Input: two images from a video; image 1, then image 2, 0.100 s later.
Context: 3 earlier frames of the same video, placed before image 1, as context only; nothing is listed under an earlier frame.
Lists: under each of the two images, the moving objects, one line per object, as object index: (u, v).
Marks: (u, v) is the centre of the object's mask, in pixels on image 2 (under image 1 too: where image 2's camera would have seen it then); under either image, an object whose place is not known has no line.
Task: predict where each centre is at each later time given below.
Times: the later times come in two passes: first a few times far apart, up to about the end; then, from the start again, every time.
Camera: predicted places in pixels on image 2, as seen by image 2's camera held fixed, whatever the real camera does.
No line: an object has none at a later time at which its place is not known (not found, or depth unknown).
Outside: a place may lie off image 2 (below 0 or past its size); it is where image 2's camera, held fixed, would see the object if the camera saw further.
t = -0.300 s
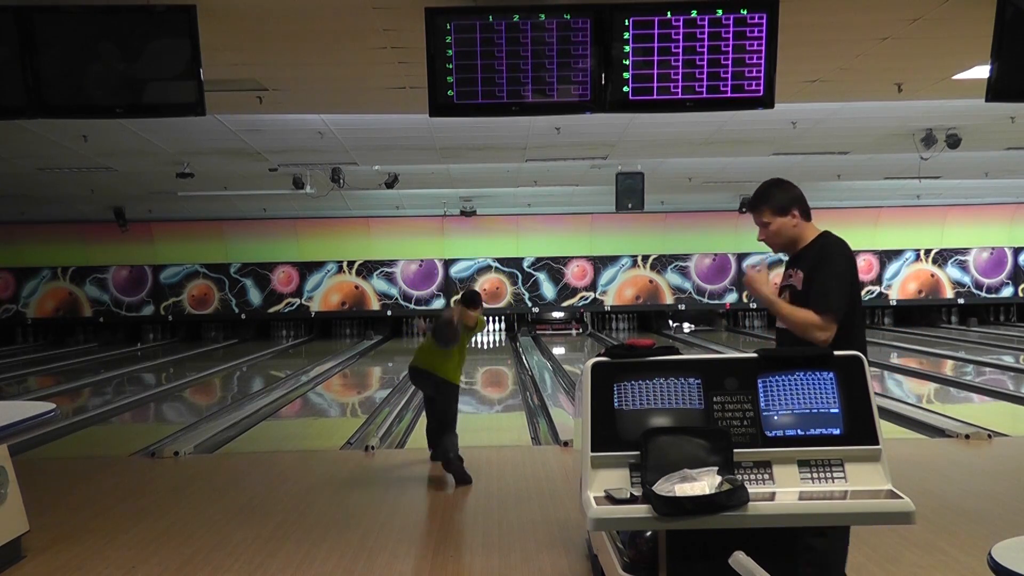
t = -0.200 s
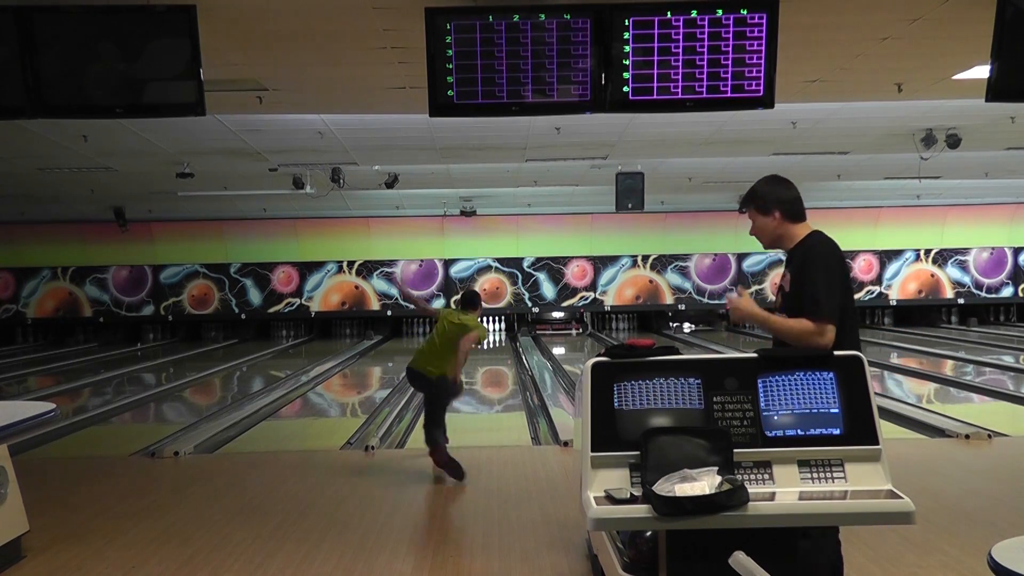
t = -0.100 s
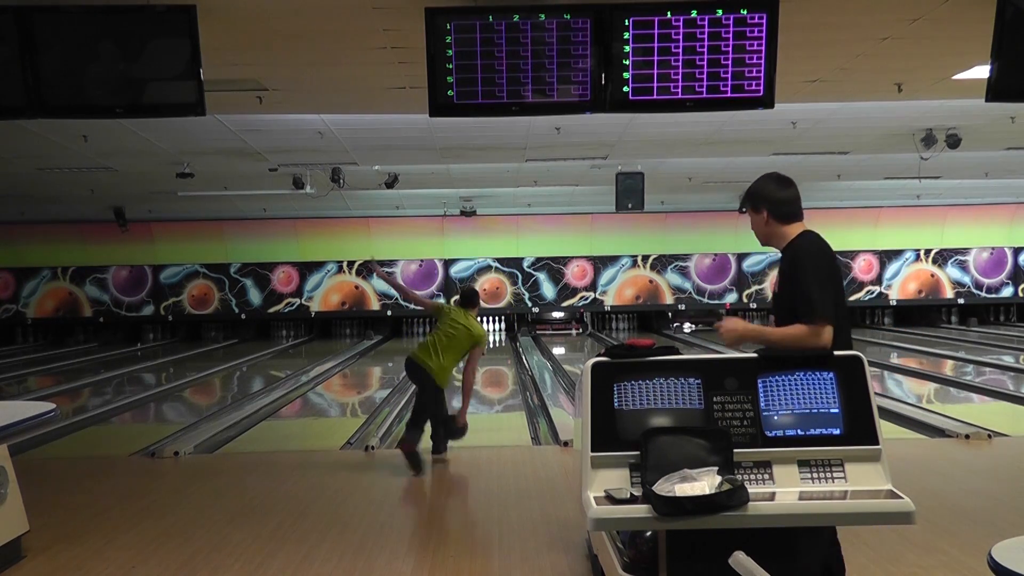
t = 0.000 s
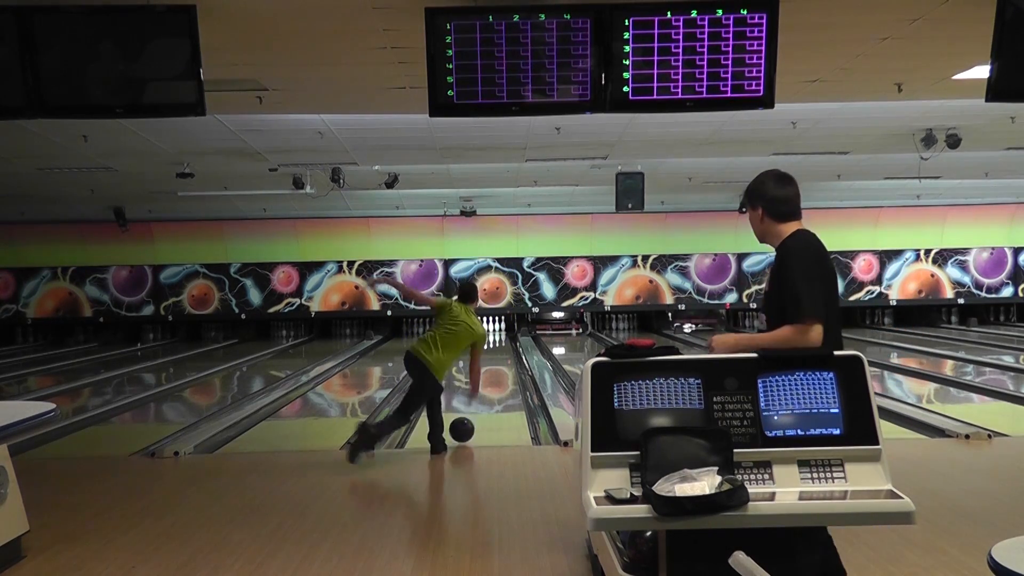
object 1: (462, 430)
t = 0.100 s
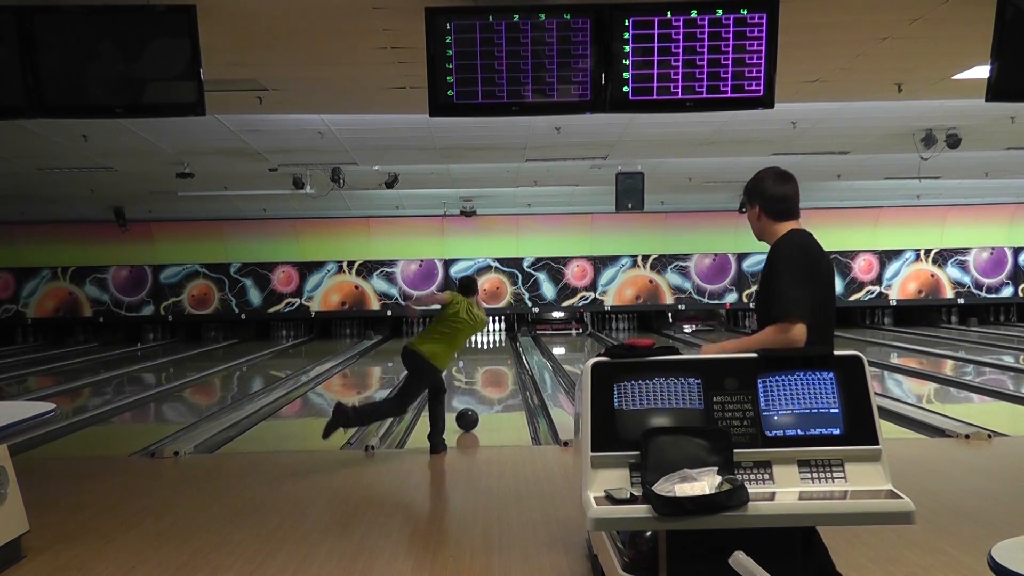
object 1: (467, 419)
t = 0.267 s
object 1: (474, 403)
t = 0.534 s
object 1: (483, 383)
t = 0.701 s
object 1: (487, 374)
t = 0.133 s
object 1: (469, 416)
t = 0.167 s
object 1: (470, 412)
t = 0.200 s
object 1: (472, 409)
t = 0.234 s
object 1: (473, 406)
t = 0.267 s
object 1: (474, 403)
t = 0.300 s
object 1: (476, 400)
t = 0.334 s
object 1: (477, 397)
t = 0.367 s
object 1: (478, 395)
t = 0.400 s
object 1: (479, 392)
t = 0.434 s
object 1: (480, 390)
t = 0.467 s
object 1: (481, 387)
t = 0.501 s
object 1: (482, 385)
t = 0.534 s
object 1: (483, 383)
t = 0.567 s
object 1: (484, 381)
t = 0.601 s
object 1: (484, 379)
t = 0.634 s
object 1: (485, 377)
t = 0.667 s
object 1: (486, 376)
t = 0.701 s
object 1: (487, 374)
